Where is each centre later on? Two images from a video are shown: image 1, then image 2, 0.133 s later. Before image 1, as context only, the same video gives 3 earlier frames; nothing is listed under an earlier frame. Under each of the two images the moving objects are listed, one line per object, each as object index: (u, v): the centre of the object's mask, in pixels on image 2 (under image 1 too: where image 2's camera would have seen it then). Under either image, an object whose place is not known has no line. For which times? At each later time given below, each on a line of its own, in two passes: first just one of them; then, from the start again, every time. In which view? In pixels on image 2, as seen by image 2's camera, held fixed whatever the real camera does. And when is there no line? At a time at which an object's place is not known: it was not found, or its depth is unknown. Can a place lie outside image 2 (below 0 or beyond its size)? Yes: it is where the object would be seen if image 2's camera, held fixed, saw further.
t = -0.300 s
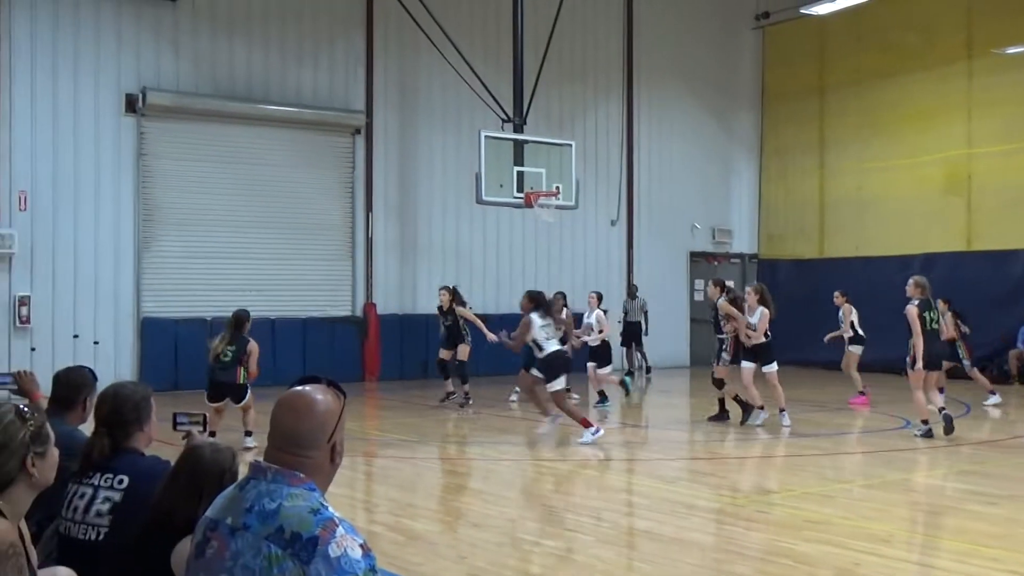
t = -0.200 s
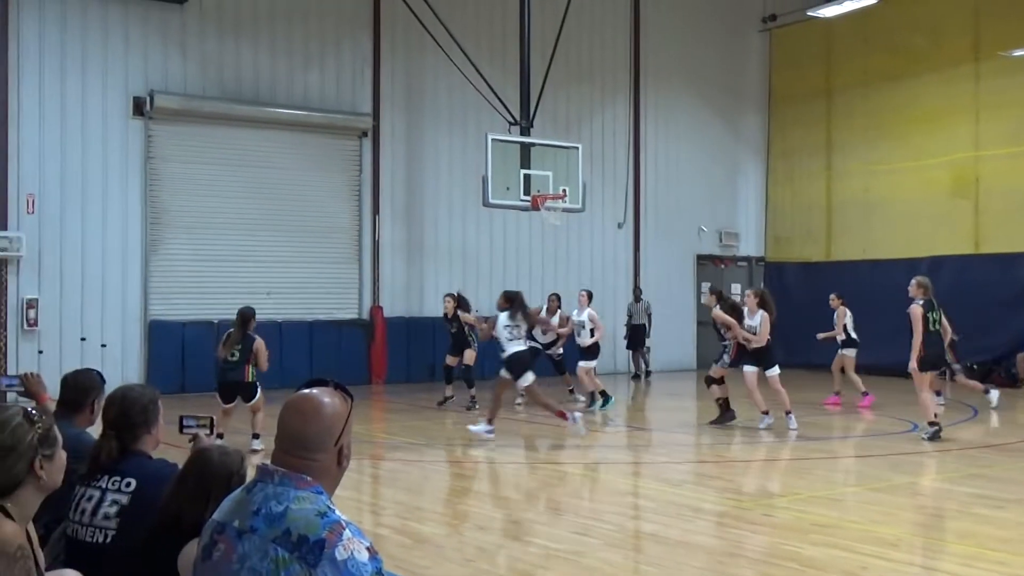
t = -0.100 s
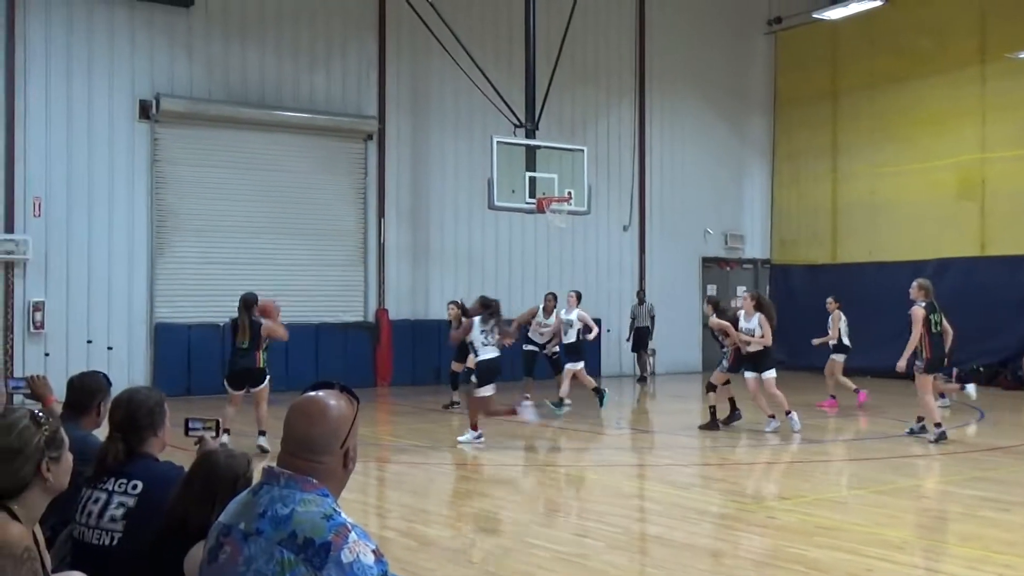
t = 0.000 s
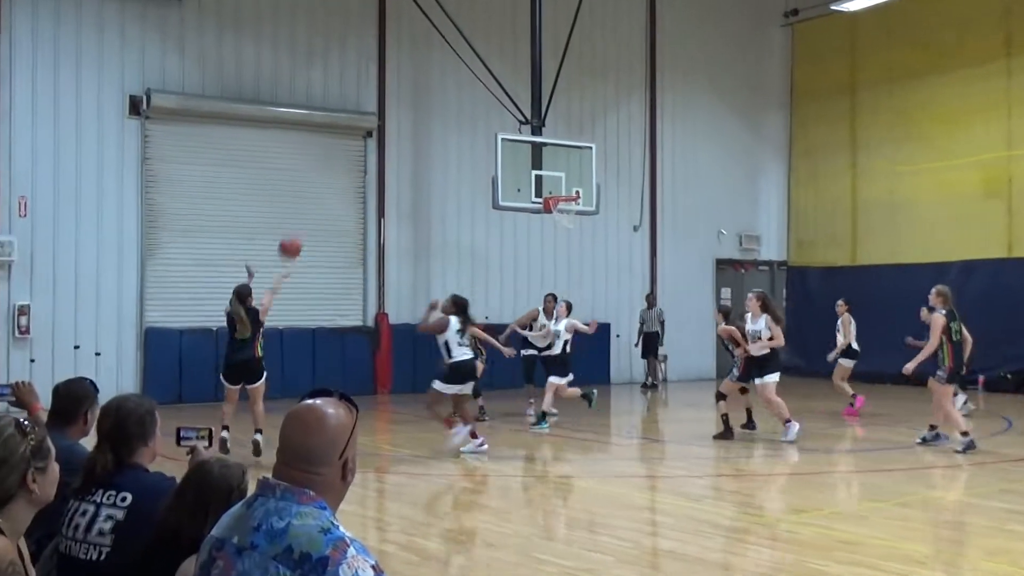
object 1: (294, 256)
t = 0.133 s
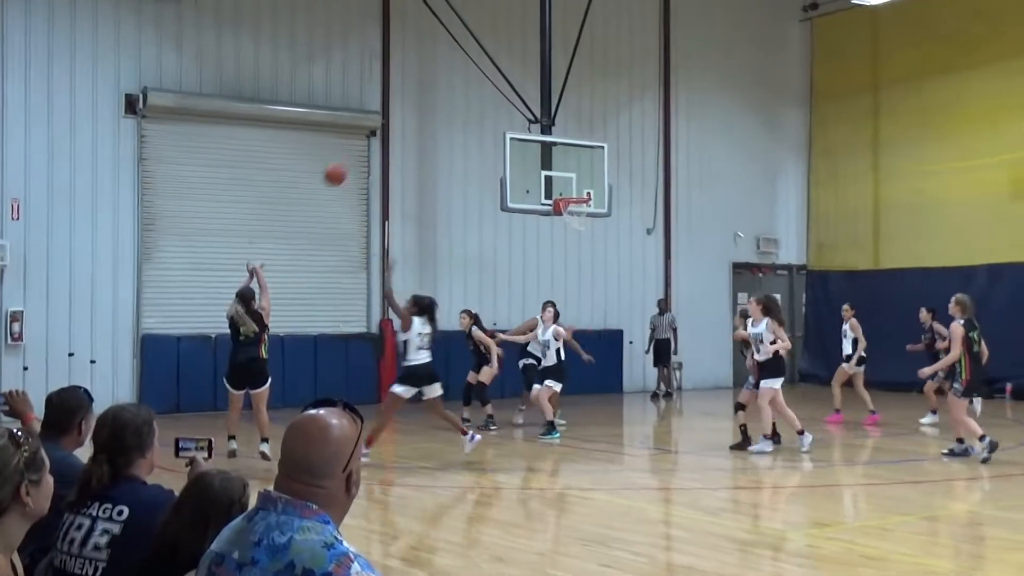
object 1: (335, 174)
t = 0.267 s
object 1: (375, 115)
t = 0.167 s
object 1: (346, 159)
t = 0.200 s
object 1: (355, 143)
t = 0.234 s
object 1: (366, 128)
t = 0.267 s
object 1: (375, 115)
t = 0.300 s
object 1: (384, 104)
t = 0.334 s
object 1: (393, 94)
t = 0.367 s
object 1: (402, 84)
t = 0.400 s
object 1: (411, 77)
